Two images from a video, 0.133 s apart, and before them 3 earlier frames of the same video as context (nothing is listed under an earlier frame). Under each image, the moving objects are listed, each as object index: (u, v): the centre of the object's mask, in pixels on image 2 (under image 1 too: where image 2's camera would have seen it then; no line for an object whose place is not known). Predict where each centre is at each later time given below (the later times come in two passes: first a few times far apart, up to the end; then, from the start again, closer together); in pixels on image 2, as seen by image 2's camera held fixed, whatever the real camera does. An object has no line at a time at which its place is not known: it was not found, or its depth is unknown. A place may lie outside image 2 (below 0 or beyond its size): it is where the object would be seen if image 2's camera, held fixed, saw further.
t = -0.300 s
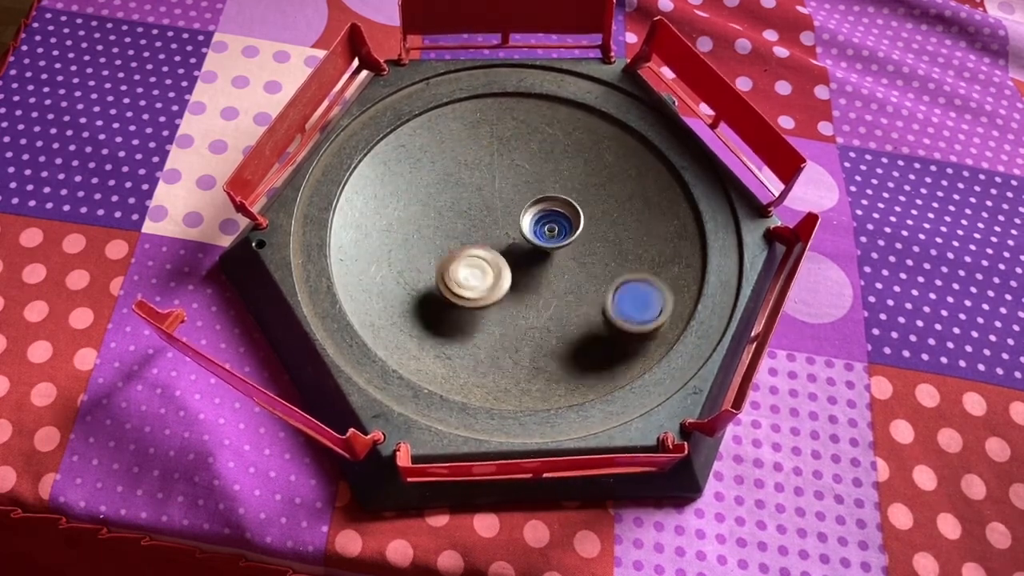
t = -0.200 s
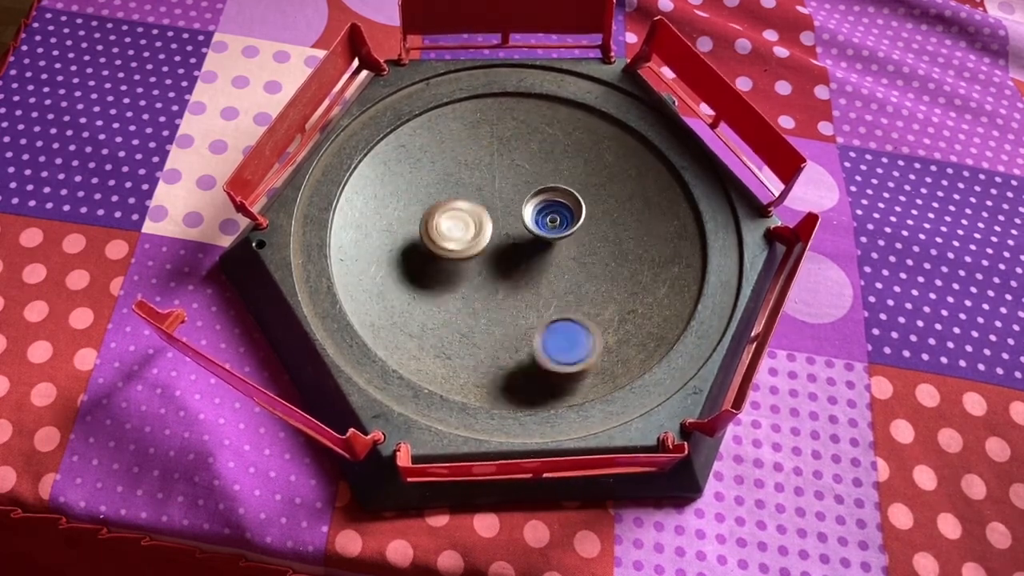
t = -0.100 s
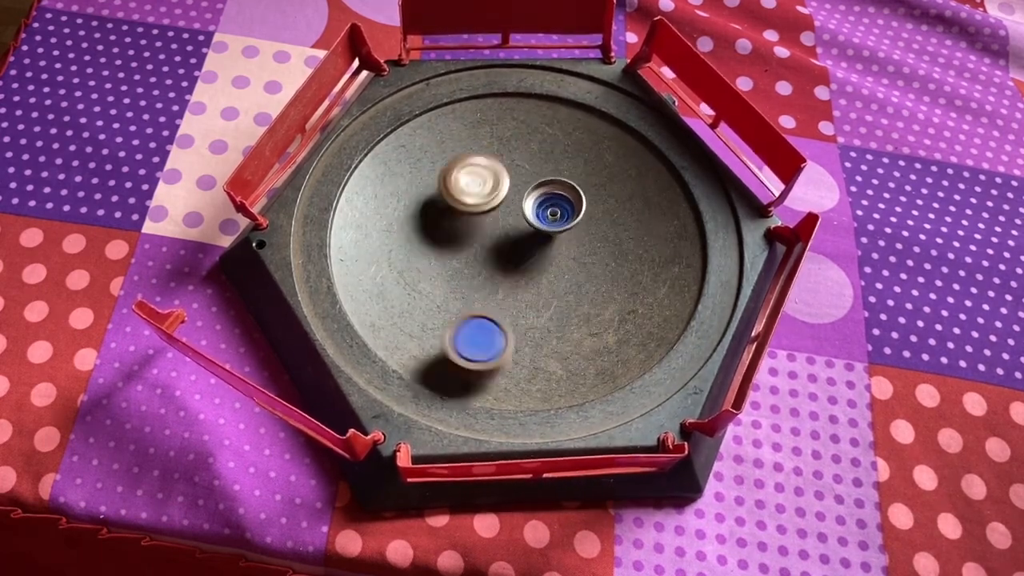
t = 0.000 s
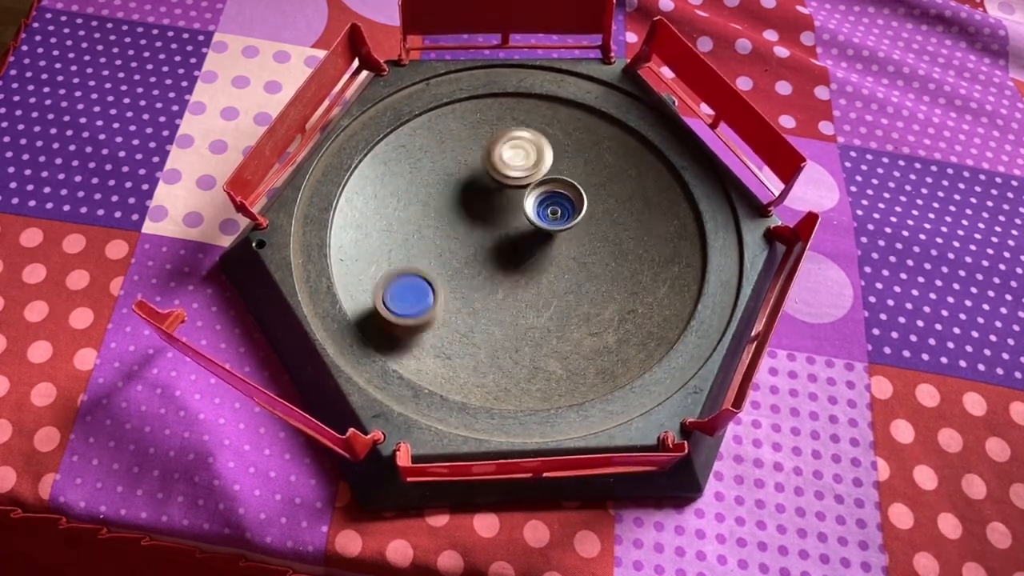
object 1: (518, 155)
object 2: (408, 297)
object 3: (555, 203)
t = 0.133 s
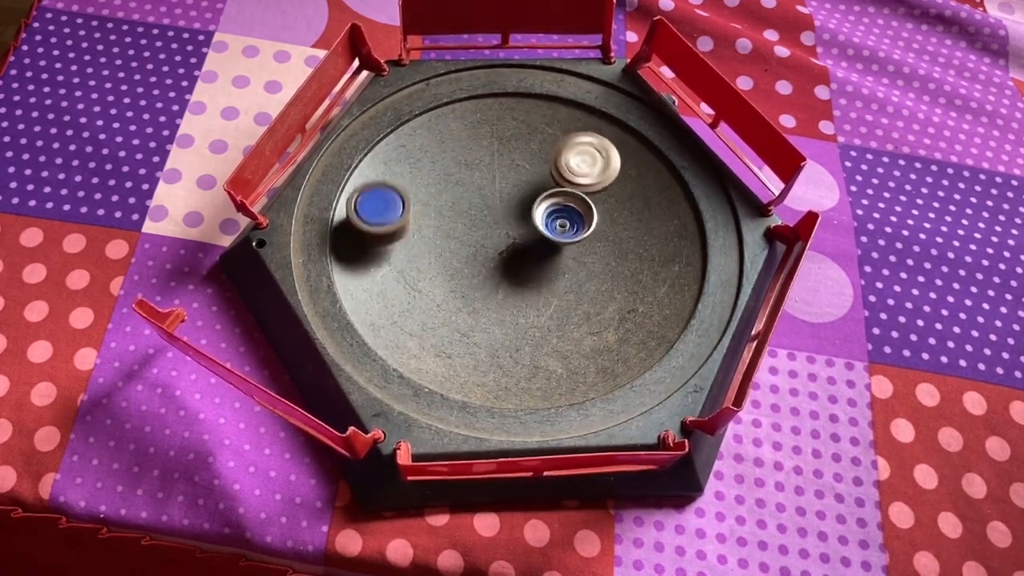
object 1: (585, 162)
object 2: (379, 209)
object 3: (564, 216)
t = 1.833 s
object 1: (542, 209)
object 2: (666, 261)
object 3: (470, 154)
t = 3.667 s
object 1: (528, 193)
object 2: (487, 115)
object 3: (542, 131)
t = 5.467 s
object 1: (493, 290)
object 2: (568, 281)
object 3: (580, 372)
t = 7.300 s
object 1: (464, 239)
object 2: (603, 240)
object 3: (504, 188)
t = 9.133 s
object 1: (573, 209)
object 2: (493, 198)
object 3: (468, 285)
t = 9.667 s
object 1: (532, 304)
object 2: (556, 248)
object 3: (470, 281)
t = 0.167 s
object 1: (598, 172)
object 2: (385, 188)
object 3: (565, 221)
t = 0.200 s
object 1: (608, 185)
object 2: (396, 169)
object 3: (565, 227)
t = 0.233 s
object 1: (614, 198)
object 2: (411, 151)
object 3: (563, 235)
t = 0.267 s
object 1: (617, 212)
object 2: (430, 136)
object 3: (557, 245)
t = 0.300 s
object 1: (614, 227)
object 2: (453, 125)
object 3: (553, 252)
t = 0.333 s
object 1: (608, 241)
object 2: (477, 117)
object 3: (544, 262)
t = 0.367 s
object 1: (599, 251)
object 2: (501, 112)
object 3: (533, 272)
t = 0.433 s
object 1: (572, 261)
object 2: (551, 114)
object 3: (510, 290)
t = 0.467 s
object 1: (555, 258)
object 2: (576, 120)
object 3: (502, 296)
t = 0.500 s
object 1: (540, 252)
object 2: (598, 131)
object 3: (495, 301)
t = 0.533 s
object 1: (529, 243)
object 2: (618, 148)
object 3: (490, 303)
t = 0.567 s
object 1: (520, 234)
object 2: (636, 161)
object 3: (485, 305)
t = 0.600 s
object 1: (513, 227)
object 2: (650, 181)
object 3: (481, 307)
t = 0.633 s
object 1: (506, 219)
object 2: (660, 202)
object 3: (479, 309)
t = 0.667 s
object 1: (499, 208)
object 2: (665, 223)
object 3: (477, 310)
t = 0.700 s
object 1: (495, 196)
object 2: (665, 247)
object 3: (476, 311)
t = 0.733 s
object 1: (496, 183)
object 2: (660, 269)
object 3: (475, 312)
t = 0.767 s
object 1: (501, 172)
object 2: (650, 290)
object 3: (475, 312)
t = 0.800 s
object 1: (511, 163)
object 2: (634, 311)
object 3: (476, 313)
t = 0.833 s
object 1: (524, 158)
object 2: (614, 327)
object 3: (477, 313)
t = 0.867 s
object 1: (539, 157)
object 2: (590, 341)
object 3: (480, 312)
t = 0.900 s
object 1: (555, 161)
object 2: (563, 351)
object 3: (482, 311)
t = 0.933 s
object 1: (568, 169)
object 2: (534, 353)
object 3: (485, 309)
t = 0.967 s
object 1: (577, 181)
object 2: (509, 355)
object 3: (478, 297)
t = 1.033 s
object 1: (582, 212)
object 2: (460, 342)
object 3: (471, 276)
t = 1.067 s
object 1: (576, 226)
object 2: (436, 330)
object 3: (473, 268)
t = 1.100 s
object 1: (566, 239)
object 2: (419, 313)
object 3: (477, 262)
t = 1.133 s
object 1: (555, 249)
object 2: (404, 294)
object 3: (481, 256)
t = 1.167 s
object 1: (545, 256)
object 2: (396, 272)
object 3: (474, 250)
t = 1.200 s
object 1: (539, 261)
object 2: (392, 250)
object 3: (458, 247)
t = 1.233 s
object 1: (530, 266)
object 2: (390, 226)
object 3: (461, 240)
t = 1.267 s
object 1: (520, 268)
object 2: (395, 206)
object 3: (467, 234)
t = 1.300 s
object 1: (513, 270)
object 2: (404, 186)
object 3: (465, 225)
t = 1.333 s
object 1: (506, 270)
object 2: (418, 171)
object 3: (463, 218)
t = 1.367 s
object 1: (500, 269)
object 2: (436, 157)
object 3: (462, 211)
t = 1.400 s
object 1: (495, 266)
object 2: (459, 144)
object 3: (463, 204)
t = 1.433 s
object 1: (490, 262)
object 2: (480, 136)
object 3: (464, 197)
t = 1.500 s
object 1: (486, 250)
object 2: (527, 127)
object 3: (465, 185)
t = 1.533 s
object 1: (488, 244)
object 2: (551, 128)
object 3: (465, 179)
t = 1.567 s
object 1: (490, 237)
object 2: (576, 131)
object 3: (465, 174)
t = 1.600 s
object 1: (495, 232)
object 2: (598, 141)
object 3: (465, 170)
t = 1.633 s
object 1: (499, 227)
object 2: (619, 151)
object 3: (466, 167)
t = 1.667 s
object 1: (506, 223)
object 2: (636, 166)
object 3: (466, 163)
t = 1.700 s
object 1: (514, 218)
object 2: (652, 179)
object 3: (467, 161)
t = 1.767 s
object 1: (526, 213)
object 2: (669, 219)
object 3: (468, 156)
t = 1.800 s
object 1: (534, 210)
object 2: (670, 240)
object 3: (469, 155)
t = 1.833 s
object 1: (542, 209)
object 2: (666, 261)
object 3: (470, 154)
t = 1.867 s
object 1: (551, 209)
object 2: (657, 284)
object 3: (472, 154)
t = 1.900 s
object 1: (561, 212)
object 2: (642, 302)
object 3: (474, 156)
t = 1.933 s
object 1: (569, 216)
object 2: (623, 319)
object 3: (477, 159)
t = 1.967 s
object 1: (577, 221)
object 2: (599, 331)
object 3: (480, 162)
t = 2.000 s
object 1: (582, 228)
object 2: (573, 340)
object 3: (483, 165)
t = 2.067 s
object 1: (586, 244)
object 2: (517, 338)
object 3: (487, 173)
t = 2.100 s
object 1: (584, 254)
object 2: (490, 331)
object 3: (490, 178)
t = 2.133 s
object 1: (578, 262)
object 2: (465, 320)
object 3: (492, 182)
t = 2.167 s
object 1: (570, 269)
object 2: (444, 305)
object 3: (494, 188)
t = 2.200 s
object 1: (560, 273)
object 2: (428, 286)
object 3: (497, 194)
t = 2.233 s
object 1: (548, 274)
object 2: (415, 266)
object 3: (499, 199)
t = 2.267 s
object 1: (537, 273)
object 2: (408, 245)
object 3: (502, 204)
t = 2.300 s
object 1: (526, 268)
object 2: (404, 222)
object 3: (506, 209)
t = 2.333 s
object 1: (518, 265)
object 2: (406, 202)
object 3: (505, 207)
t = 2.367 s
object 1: (513, 259)
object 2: (411, 182)
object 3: (501, 201)
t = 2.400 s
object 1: (510, 252)
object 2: (422, 165)
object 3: (497, 194)
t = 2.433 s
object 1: (508, 244)
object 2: (436, 149)
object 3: (493, 187)
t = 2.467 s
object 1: (509, 238)
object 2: (453, 133)
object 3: (491, 181)
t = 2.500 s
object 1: (511, 230)
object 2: (473, 121)
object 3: (488, 175)
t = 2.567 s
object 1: (516, 219)
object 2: (514, 111)
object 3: (485, 165)
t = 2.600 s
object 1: (516, 214)
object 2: (536, 110)
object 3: (484, 163)
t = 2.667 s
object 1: (526, 202)
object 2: (582, 118)
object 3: (479, 155)
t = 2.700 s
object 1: (534, 196)
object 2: (603, 125)
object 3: (478, 151)
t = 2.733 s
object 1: (543, 191)
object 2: (620, 138)
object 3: (478, 149)
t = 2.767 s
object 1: (554, 189)
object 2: (635, 155)
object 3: (477, 147)
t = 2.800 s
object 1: (565, 189)
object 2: (645, 176)
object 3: (476, 146)
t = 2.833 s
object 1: (577, 192)
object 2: (652, 195)
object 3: (476, 146)
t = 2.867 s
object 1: (586, 198)
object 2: (653, 217)
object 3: (475, 146)
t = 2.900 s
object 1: (593, 206)
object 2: (650, 239)
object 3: (475, 148)
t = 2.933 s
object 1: (597, 215)
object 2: (641, 261)
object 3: (475, 150)
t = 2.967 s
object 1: (597, 226)
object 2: (627, 279)
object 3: (476, 151)
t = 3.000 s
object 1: (594, 236)
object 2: (609, 296)
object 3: (476, 154)
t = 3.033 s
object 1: (586, 246)
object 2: (588, 309)
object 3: (476, 158)
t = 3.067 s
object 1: (575, 253)
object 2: (564, 319)
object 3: (476, 164)
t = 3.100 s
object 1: (563, 257)
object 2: (538, 324)
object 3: (477, 169)
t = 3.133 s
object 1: (549, 258)
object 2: (513, 325)
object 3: (478, 176)
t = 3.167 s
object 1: (536, 257)
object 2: (486, 322)
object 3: (479, 183)
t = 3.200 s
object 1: (525, 253)
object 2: (463, 315)
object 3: (481, 190)
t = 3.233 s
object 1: (515, 250)
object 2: (441, 305)
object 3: (482, 196)
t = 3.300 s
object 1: (505, 252)
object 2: (405, 272)
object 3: (477, 193)
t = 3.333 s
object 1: (497, 250)
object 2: (393, 254)
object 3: (477, 195)
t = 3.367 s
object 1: (493, 248)
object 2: (387, 234)
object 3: (475, 191)
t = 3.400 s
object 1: (488, 244)
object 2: (385, 214)
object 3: (474, 188)
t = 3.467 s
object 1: (488, 232)
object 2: (396, 176)
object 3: (465, 177)
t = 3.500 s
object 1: (492, 225)
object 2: (408, 160)
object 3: (469, 171)
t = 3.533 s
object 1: (496, 218)
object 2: (420, 148)
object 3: (479, 164)
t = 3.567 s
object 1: (502, 210)
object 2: (434, 137)
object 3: (493, 156)
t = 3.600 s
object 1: (510, 204)
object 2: (451, 126)
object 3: (510, 145)
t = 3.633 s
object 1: (518, 198)
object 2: (469, 119)
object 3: (524, 137)
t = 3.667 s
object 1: (528, 193)
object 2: (487, 115)
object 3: (542, 131)
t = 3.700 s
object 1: (539, 189)
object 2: (506, 111)
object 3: (563, 130)
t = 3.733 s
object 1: (550, 187)
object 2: (526, 115)
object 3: (579, 131)
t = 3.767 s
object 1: (562, 188)
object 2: (541, 122)
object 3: (600, 134)
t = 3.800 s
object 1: (573, 191)
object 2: (555, 132)
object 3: (621, 137)
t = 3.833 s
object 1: (585, 200)
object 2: (566, 142)
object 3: (636, 142)
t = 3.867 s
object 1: (596, 212)
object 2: (576, 153)
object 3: (643, 147)
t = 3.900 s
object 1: (601, 225)
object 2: (583, 167)
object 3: (646, 153)
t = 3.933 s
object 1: (606, 240)
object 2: (586, 183)
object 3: (645, 157)
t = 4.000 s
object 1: (609, 269)
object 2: (580, 210)
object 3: (640, 167)
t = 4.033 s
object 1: (606, 282)
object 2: (572, 222)
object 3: (637, 173)
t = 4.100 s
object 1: (596, 304)
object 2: (549, 246)
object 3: (630, 186)
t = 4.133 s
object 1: (587, 313)
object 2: (533, 256)
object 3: (626, 193)
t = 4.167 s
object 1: (577, 322)
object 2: (517, 263)
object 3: (622, 200)
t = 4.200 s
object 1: (564, 328)
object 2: (499, 269)
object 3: (619, 207)
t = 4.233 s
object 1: (550, 332)
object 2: (484, 271)
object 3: (617, 214)
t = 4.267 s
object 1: (534, 333)
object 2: (469, 271)
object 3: (613, 222)
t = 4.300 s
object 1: (519, 330)
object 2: (455, 269)
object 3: (610, 229)
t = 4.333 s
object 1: (505, 325)
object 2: (441, 266)
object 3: (608, 236)
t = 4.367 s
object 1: (493, 316)
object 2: (427, 261)
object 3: (607, 243)
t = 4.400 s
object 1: (483, 305)
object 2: (413, 253)
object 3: (606, 250)
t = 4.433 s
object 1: (476, 294)
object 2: (402, 242)
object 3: (605, 256)
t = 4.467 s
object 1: (472, 281)
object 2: (394, 230)
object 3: (605, 262)
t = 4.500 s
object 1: (470, 268)
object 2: (389, 216)
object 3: (606, 268)
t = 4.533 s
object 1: (470, 256)
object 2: (389, 201)
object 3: (607, 273)
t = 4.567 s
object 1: (472, 244)
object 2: (395, 186)
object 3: (609, 277)
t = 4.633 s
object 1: (478, 220)
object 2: (424, 165)
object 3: (612, 283)
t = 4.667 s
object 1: (483, 209)
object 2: (444, 156)
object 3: (613, 285)
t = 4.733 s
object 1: (516, 209)
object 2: (477, 140)
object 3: (615, 288)
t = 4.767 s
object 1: (531, 207)
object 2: (497, 135)
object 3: (614, 288)
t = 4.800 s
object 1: (543, 205)
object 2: (518, 138)
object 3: (614, 288)
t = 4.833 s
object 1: (556, 203)
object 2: (539, 144)
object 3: (613, 287)
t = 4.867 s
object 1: (571, 209)
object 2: (558, 150)
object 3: (610, 286)
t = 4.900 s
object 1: (585, 215)
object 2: (576, 156)
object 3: (607, 283)
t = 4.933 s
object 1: (598, 226)
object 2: (591, 164)
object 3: (604, 282)
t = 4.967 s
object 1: (607, 234)
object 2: (606, 175)
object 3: (603, 286)
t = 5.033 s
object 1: (618, 256)
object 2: (626, 198)
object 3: (602, 310)
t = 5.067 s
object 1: (619, 266)
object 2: (635, 208)
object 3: (601, 320)
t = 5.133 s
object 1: (614, 287)
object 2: (644, 234)
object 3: (592, 351)
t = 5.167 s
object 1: (609, 298)
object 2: (643, 248)
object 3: (589, 358)
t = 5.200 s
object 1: (600, 306)
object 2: (642, 260)
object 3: (586, 371)
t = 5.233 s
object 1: (588, 311)
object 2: (638, 270)
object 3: (582, 376)
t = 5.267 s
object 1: (574, 312)
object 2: (632, 278)
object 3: (577, 378)
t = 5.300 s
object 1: (561, 312)
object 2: (625, 285)
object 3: (573, 380)
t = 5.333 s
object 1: (547, 309)
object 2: (615, 290)
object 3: (570, 380)
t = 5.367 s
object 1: (531, 306)
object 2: (605, 292)
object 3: (570, 376)
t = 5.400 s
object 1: (519, 301)
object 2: (594, 291)
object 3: (571, 375)
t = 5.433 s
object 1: (506, 296)
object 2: (580, 289)
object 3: (574, 374)
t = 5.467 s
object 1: (493, 290)
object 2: (568, 281)
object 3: (580, 372)
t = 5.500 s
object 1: (483, 284)
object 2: (556, 272)
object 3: (584, 369)
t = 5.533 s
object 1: (471, 277)
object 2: (548, 260)
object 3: (587, 365)
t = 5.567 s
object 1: (461, 270)
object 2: (542, 246)
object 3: (587, 360)
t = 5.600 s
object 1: (452, 263)
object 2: (538, 233)
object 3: (583, 353)
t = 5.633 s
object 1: (444, 256)
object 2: (536, 219)
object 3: (575, 346)
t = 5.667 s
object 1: (436, 247)
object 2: (535, 206)
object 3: (568, 339)
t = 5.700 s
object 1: (430, 237)
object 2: (535, 192)
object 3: (558, 326)
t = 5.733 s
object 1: (425, 228)
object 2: (537, 181)
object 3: (549, 315)
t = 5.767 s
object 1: (422, 219)
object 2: (540, 168)
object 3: (536, 299)
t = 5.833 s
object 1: (421, 199)
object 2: (552, 147)
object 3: (512, 272)
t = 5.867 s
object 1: (425, 190)
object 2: (560, 140)
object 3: (503, 263)
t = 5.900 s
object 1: (431, 182)
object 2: (571, 134)
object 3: (492, 255)
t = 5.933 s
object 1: (440, 176)
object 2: (581, 133)
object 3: (480, 249)
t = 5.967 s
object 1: (449, 171)
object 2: (592, 135)
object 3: (467, 244)
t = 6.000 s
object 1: (460, 168)
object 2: (602, 143)
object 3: (455, 239)
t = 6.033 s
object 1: (472, 167)
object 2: (610, 152)
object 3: (446, 237)
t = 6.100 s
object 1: (495, 167)
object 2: (614, 182)
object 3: (435, 237)
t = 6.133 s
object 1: (507, 170)
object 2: (610, 196)
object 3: (434, 239)
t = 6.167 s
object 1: (518, 172)
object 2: (601, 211)
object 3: (432, 238)
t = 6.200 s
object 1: (529, 176)
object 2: (588, 226)
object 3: (430, 237)
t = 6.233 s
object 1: (540, 180)
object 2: (571, 236)
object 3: (429, 239)
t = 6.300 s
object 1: (561, 188)
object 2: (534, 248)
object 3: (431, 244)
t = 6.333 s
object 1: (571, 194)
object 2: (516, 252)
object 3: (434, 247)
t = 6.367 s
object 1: (581, 199)
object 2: (502, 255)
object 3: (435, 246)
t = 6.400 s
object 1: (589, 205)
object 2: (491, 258)
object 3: (427, 241)
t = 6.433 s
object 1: (598, 211)
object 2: (479, 260)
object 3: (423, 242)
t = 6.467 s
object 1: (606, 218)
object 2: (470, 261)
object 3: (414, 241)
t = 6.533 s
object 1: (616, 234)
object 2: (459, 262)
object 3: (397, 241)
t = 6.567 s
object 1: (619, 243)
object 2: (456, 260)
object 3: (390, 238)
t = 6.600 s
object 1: (620, 252)
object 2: (455, 257)
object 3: (385, 236)
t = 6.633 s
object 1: (619, 261)
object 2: (455, 253)
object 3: (384, 231)
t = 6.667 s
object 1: (614, 269)
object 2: (454, 248)
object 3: (384, 227)
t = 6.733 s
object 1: (598, 283)
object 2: (461, 237)
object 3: (394, 222)
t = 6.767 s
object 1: (587, 287)
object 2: (468, 232)
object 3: (398, 218)
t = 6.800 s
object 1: (575, 289)
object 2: (477, 228)
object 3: (402, 216)
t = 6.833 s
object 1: (564, 289)
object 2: (486, 224)
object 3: (404, 215)
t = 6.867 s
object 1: (552, 287)
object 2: (497, 224)
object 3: (408, 216)
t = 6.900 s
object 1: (541, 284)
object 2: (508, 225)
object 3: (414, 216)
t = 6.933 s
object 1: (531, 282)
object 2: (518, 223)
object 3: (422, 216)
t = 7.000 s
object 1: (517, 288)
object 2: (533, 217)
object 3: (450, 213)
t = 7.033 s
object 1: (507, 287)
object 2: (541, 213)
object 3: (464, 212)
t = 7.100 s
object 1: (487, 282)
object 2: (561, 210)
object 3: (488, 205)
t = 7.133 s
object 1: (479, 277)
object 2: (570, 211)
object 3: (497, 199)
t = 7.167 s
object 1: (471, 270)
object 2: (580, 213)
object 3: (502, 195)
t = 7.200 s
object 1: (467, 263)
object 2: (588, 217)
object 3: (505, 190)
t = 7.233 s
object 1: (464, 255)
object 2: (596, 222)
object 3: (505, 187)
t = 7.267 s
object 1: (462, 247)
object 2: (600, 231)
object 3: (504, 186)
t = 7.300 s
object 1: (464, 239)
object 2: (603, 240)
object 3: (504, 188)
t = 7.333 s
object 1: (467, 231)
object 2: (603, 250)
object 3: (506, 188)
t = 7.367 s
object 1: (471, 224)
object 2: (600, 259)
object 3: (511, 188)
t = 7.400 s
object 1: (478, 221)
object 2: (593, 269)
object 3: (510, 184)
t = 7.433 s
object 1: (486, 219)
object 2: (583, 278)
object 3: (503, 177)
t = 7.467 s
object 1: (495, 219)
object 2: (571, 283)
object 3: (497, 175)
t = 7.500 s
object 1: (505, 220)
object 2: (557, 286)
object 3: (484, 179)
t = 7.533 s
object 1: (513, 222)
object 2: (541, 286)
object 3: (472, 186)
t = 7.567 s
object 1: (522, 223)
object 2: (527, 284)
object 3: (462, 195)
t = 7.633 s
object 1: (535, 216)
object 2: (500, 280)
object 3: (449, 215)
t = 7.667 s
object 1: (543, 213)
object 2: (490, 275)
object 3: (445, 227)
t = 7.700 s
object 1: (551, 211)
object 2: (480, 269)
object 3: (439, 237)
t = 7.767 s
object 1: (567, 207)
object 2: (471, 258)
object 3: (420, 262)
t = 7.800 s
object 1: (575, 207)
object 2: (469, 253)
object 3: (415, 268)
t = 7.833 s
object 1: (583, 208)
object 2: (470, 245)
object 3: (416, 277)
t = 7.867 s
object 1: (590, 210)
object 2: (471, 237)
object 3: (421, 284)
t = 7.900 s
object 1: (596, 214)
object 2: (476, 230)
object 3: (431, 290)
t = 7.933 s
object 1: (599, 218)
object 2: (483, 222)
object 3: (442, 295)
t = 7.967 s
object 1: (601, 223)
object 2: (490, 216)
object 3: (453, 303)
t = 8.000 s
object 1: (600, 229)
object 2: (499, 210)
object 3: (461, 311)
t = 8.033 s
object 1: (595, 234)
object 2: (508, 205)
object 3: (466, 318)
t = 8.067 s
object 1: (590, 239)
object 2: (519, 200)
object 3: (468, 323)
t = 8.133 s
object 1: (574, 245)
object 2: (541, 193)
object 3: (467, 329)
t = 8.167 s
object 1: (568, 249)
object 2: (550, 190)
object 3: (466, 330)
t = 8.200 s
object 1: (560, 252)
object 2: (559, 191)
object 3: (467, 329)
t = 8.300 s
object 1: (535, 256)
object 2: (585, 198)
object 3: (469, 315)
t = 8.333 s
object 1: (526, 255)
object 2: (592, 206)
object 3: (468, 308)
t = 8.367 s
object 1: (518, 254)
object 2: (597, 213)
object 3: (465, 301)
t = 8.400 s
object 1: (510, 252)
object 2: (600, 223)
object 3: (461, 294)
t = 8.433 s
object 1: (503, 249)
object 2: (600, 233)
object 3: (455, 286)
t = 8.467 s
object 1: (497, 246)
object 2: (598, 243)
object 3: (448, 279)
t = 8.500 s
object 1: (491, 241)
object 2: (592, 252)
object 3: (442, 276)
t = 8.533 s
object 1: (486, 235)
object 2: (585, 260)
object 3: (436, 274)
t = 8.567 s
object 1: (483, 229)
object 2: (574, 268)
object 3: (432, 273)
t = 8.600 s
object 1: (481, 223)
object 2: (562, 274)
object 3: (429, 272)
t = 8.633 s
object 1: (481, 216)
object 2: (549, 276)
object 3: (428, 272)
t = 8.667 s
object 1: (482, 211)
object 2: (537, 277)
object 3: (429, 272)
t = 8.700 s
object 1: (484, 205)
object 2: (523, 275)
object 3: (432, 273)
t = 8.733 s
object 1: (488, 200)
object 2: (510, 273)
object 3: (436, 273)
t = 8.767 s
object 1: (493, 196)
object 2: (501, 268)
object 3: (432, 273)
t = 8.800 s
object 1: (499, 193)
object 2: (495, 263)
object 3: (428, 273)
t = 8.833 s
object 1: (506, 191)
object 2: (490, 257)
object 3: (426, 274)
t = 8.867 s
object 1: (513, 191)
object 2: (487, 250)
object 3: (424, 275)
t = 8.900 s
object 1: (520, 191)
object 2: (484, 242)
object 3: (424, 275)
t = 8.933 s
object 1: (529, 192)
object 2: (482, 236)
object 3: (426, 274)
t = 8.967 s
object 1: (538, 193)
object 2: (479, 230)
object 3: (430, 273)
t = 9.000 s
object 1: (545, 194)
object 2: (478, 223)
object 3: (436, 272)
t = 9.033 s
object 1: (554, 196)
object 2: (479, 216)
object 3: (443, 272)
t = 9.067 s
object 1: (561, 199)
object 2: (481, 209)
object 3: (452, 274)
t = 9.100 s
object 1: (567, 203)
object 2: (486, 203)
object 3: (459, 278)
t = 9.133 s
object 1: (573, 209)
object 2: (493, 198)
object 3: (468, 285)
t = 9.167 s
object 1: (576, 214)
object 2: (501, 193)
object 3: (473, 291)
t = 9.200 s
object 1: (580, 221)
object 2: (510, 191)
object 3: (479, 295)
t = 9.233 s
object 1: (581, 228)
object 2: (519, 190)
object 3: (482, 301)
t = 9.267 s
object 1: (581, 235)
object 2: (529, 191)
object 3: (484, 307)
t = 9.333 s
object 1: (578, 249)
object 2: (547, 196)
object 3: (484, 314)
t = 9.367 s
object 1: (577, 256)
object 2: (555, 199)
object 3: (483, 316)
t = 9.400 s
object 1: (575, 262)
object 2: (562, 204)
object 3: (483, 317)
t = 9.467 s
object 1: (567, 275)
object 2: (570, 217)
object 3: (484, 314)
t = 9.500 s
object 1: (562, 283)
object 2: (572, 224)
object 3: (484, 311)
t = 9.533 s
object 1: (557, 287)
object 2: (571, 231)
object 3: (484, 306)
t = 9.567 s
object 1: (550, 292)
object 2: (570, 237)
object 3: (482, 300)
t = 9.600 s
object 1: (543, 299)
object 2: (566, 243)
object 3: (479, 294)
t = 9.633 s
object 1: (538, 302)
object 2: (562, 246)
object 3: (474, 287)
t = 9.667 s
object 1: (532, 304)
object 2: (556, 248)
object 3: (470, 281)
